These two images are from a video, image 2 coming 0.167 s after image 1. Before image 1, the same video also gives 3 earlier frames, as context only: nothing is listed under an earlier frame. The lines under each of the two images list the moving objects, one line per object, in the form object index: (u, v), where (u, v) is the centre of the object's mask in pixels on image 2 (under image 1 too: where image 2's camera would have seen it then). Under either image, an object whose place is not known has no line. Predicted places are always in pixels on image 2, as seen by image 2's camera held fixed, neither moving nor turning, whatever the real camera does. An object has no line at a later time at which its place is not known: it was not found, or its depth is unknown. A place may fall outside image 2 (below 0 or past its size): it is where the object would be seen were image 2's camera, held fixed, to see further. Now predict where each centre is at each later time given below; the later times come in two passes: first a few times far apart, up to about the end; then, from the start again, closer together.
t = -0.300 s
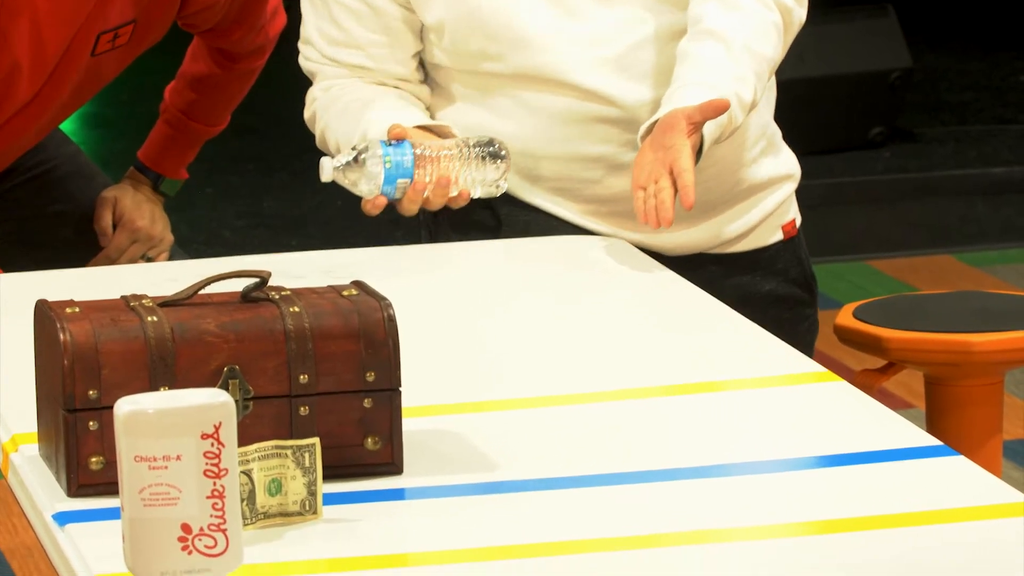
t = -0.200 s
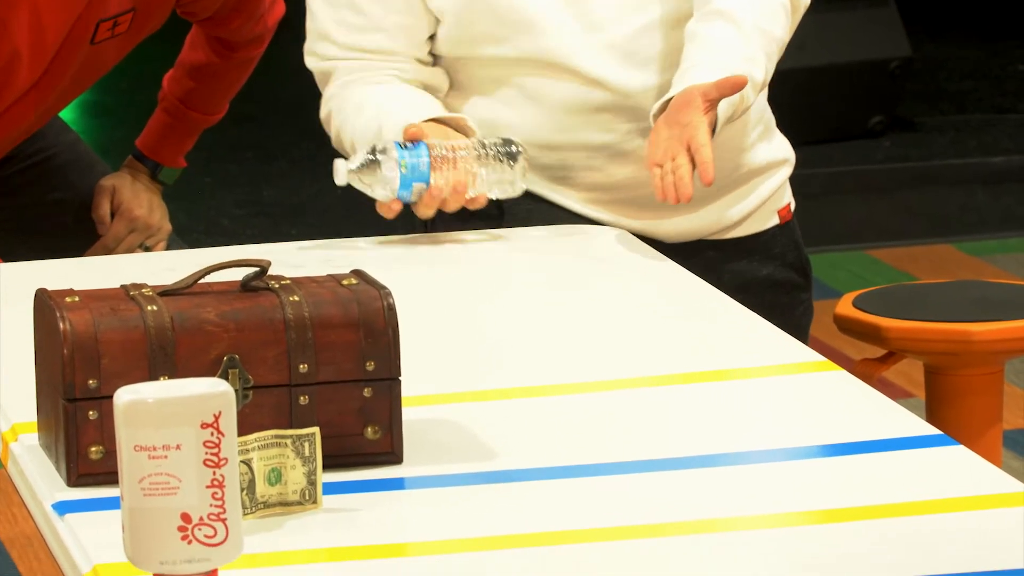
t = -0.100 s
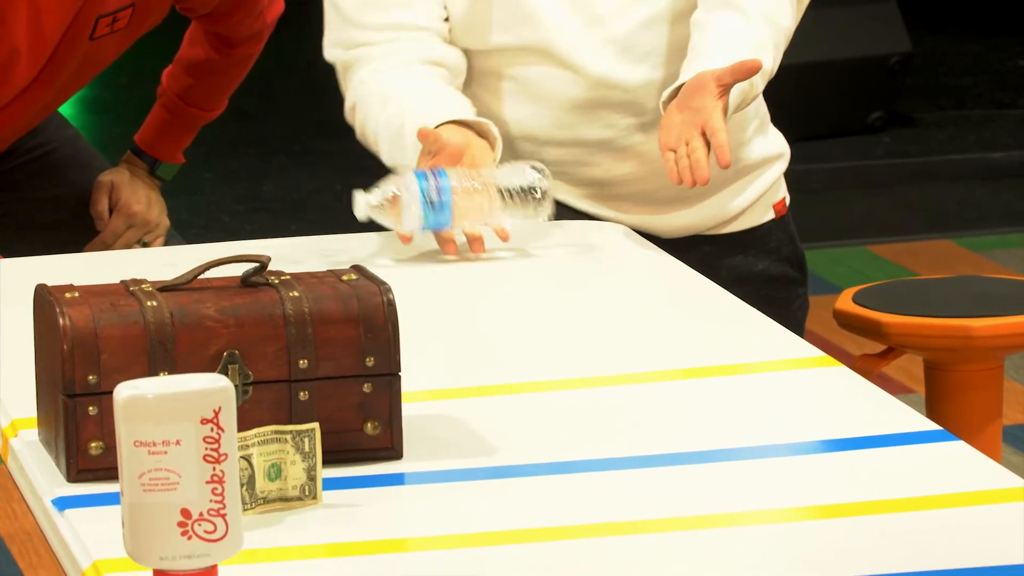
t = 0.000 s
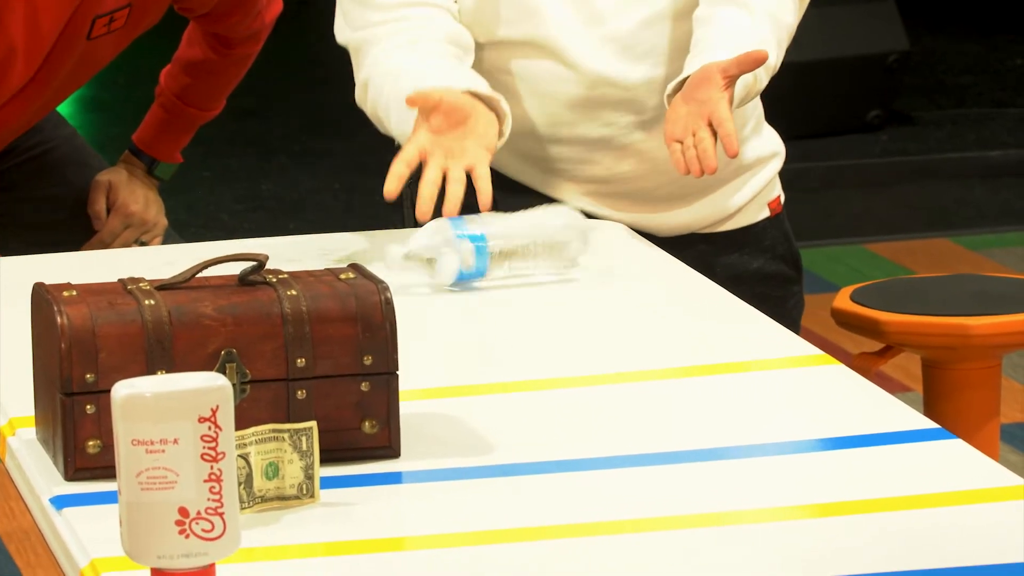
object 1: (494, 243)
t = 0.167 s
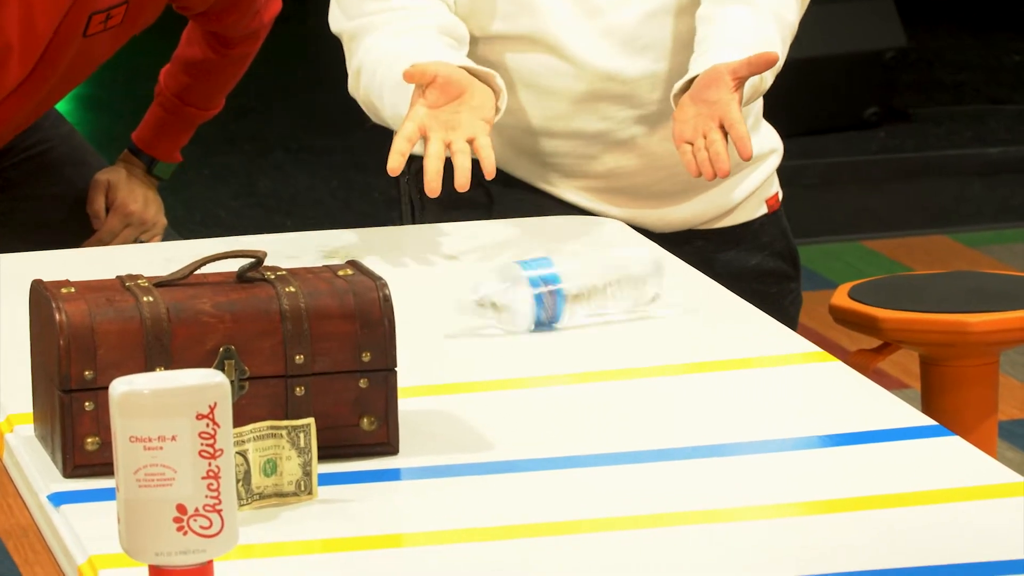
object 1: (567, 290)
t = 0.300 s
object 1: (634, 313)
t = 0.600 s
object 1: (789, 372)
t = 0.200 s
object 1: (583, 290)
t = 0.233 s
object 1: (607, 302)
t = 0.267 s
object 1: (624, 314)
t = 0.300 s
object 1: (634, 313)
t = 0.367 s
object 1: (668, 332)
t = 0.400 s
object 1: (685, 336)
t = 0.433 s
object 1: (706, 346)
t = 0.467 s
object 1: (720, 352)
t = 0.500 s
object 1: (738, 359)
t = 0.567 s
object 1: (773, 375)
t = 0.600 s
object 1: (789, 372)
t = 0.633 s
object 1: (806, 384)
